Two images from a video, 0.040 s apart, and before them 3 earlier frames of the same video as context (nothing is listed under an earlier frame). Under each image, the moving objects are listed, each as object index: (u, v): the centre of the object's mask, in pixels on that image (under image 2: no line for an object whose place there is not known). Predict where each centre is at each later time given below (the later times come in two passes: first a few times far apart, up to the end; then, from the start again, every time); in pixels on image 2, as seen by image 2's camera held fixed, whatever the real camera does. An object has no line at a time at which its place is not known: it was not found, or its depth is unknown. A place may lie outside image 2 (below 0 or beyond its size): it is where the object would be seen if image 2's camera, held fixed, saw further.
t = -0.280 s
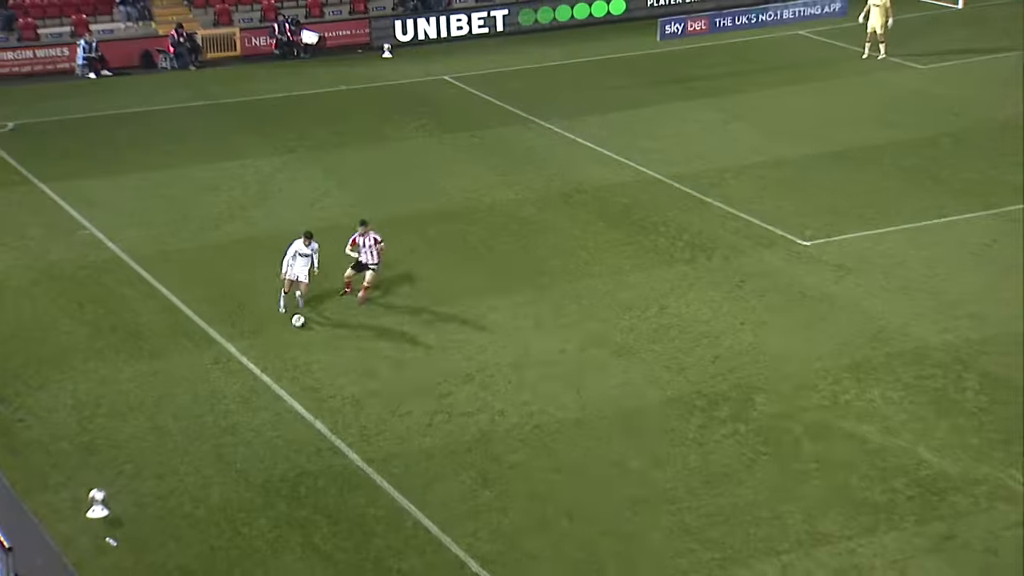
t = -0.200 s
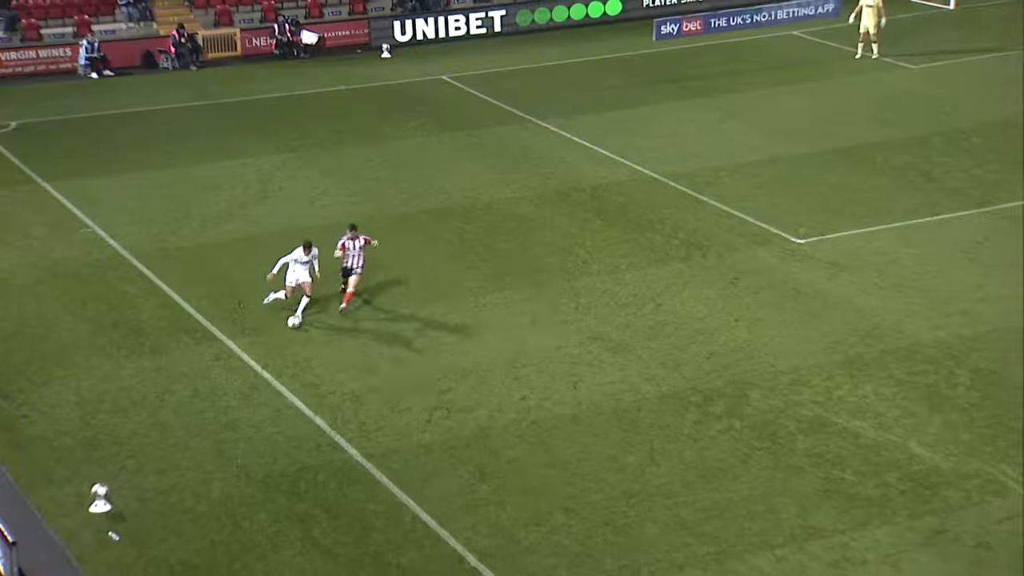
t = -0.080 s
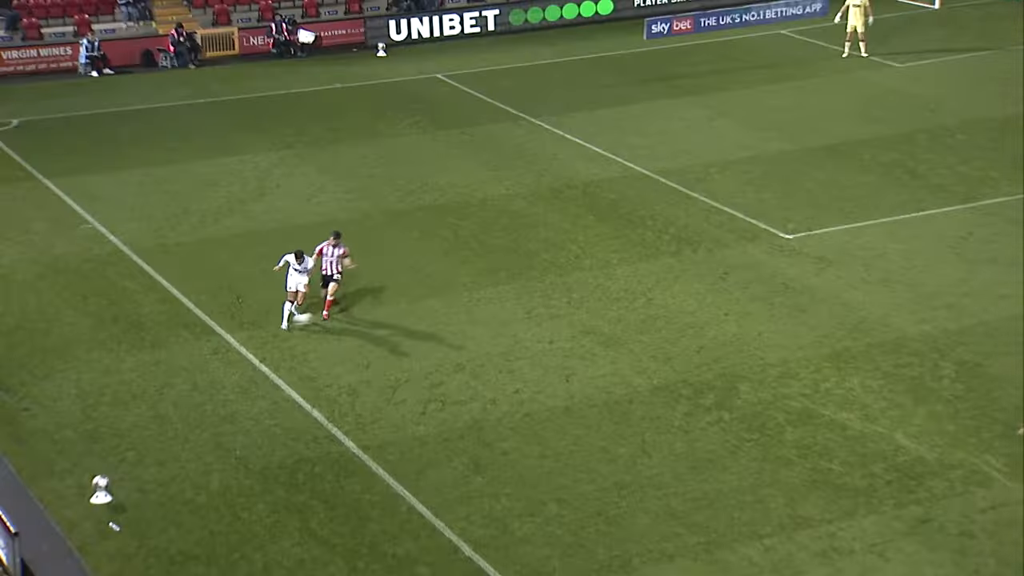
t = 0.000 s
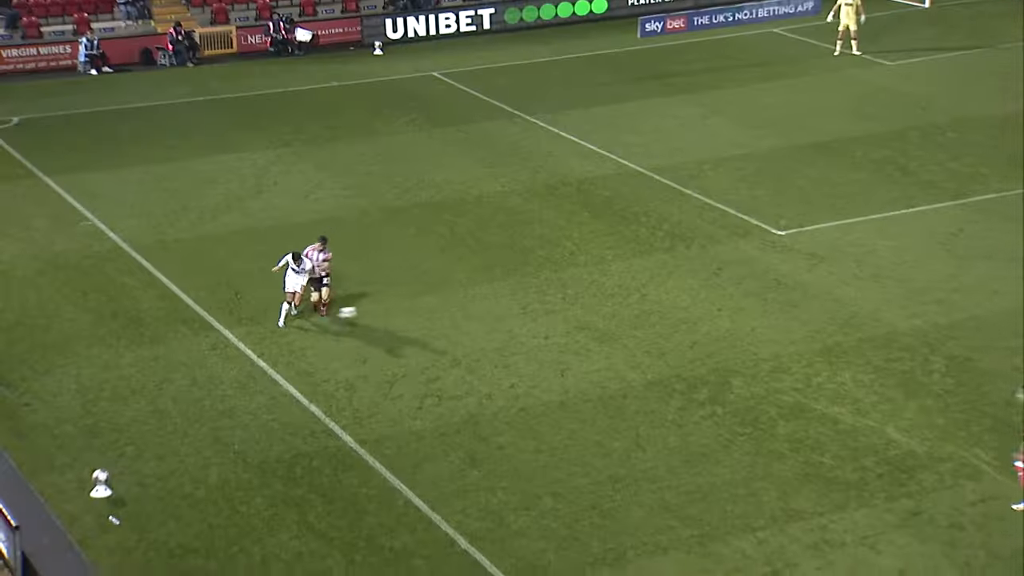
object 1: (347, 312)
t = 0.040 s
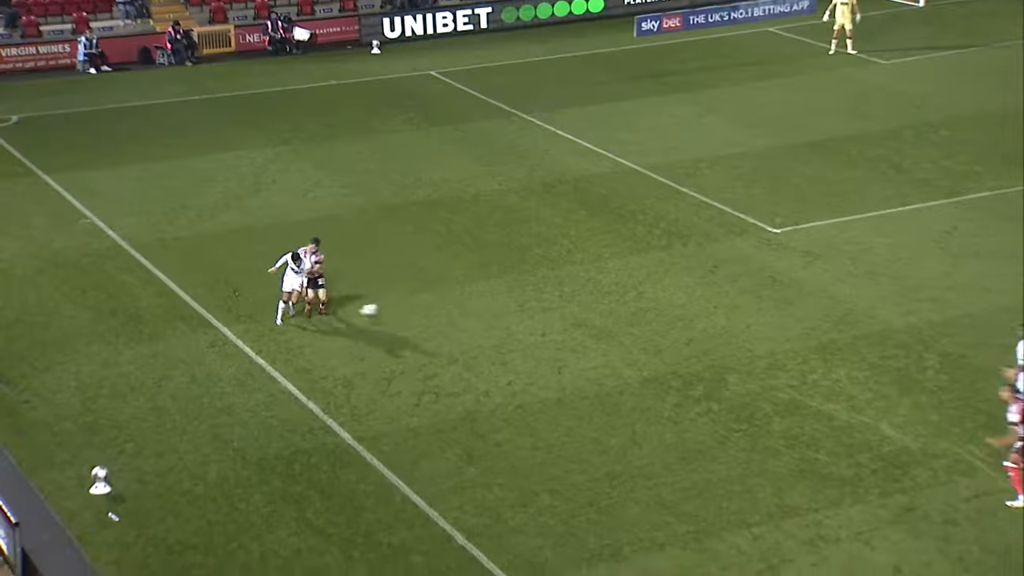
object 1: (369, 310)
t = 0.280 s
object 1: (508, 324)
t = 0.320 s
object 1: (531, 329)
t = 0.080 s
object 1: (391, 310)
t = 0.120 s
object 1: (415, 312)
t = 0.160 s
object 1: (438, 313)
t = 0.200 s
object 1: (461, 316)
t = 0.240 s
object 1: (485, 319)
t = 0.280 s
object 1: (508, 324)
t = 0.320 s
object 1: (531, 329)
